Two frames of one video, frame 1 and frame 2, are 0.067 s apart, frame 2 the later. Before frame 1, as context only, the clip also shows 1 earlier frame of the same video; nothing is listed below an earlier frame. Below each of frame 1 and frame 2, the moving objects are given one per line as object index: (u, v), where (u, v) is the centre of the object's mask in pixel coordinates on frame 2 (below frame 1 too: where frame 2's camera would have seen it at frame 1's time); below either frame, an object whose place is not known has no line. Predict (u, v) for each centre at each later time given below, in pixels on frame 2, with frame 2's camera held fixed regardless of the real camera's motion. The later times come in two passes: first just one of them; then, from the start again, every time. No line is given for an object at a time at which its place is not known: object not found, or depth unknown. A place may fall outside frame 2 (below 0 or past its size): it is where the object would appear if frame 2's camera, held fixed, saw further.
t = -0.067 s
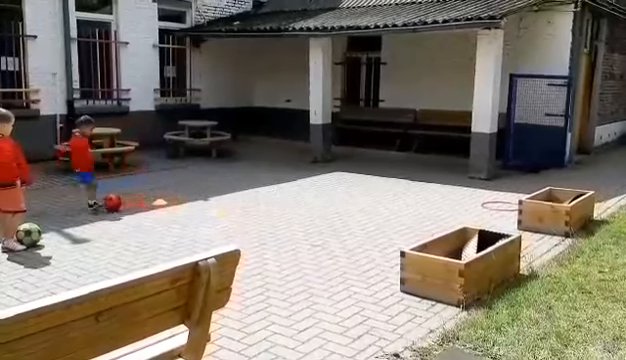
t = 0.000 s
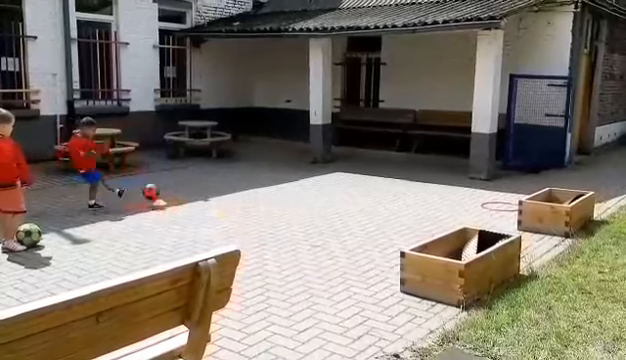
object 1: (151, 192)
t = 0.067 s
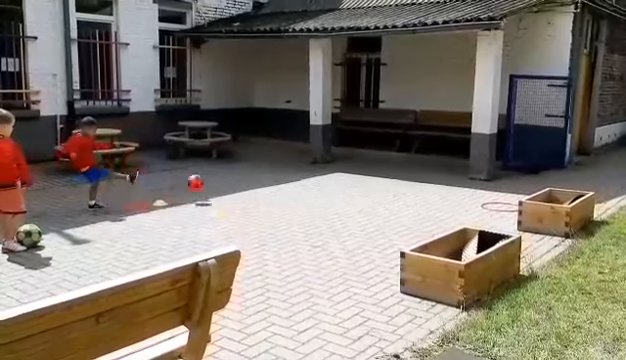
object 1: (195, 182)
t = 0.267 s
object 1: (300, 174)
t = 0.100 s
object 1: (216, 179)
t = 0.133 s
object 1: (234, 177)
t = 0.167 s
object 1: (252, 175)
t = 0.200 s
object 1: (270, 174)
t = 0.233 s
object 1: (285, 174)
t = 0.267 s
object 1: (300, 174)
